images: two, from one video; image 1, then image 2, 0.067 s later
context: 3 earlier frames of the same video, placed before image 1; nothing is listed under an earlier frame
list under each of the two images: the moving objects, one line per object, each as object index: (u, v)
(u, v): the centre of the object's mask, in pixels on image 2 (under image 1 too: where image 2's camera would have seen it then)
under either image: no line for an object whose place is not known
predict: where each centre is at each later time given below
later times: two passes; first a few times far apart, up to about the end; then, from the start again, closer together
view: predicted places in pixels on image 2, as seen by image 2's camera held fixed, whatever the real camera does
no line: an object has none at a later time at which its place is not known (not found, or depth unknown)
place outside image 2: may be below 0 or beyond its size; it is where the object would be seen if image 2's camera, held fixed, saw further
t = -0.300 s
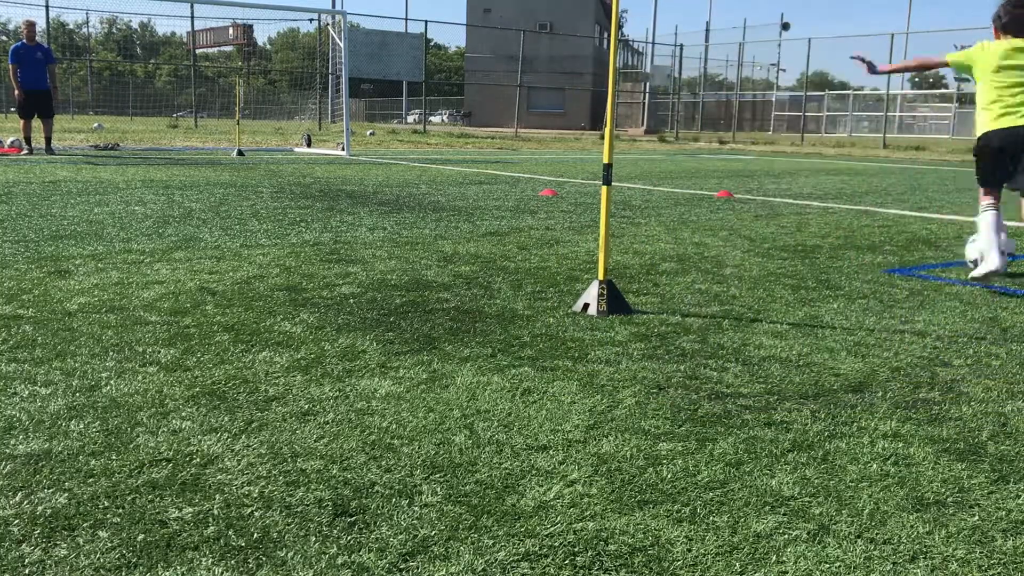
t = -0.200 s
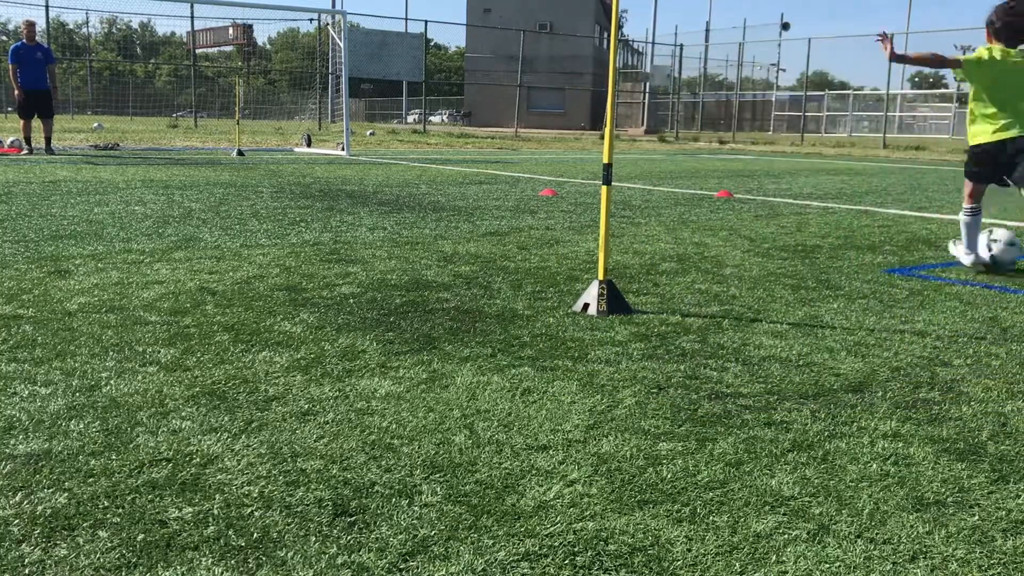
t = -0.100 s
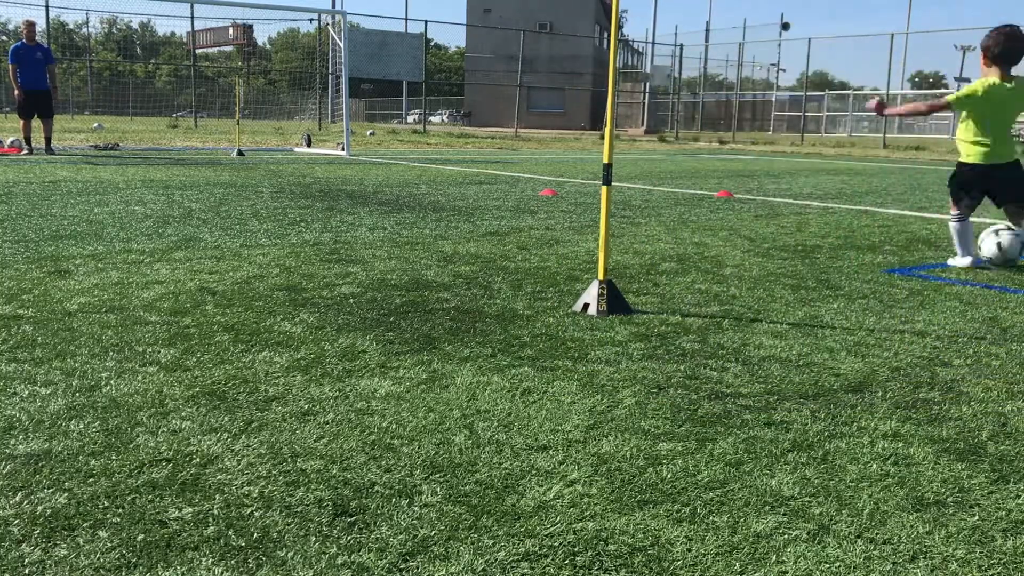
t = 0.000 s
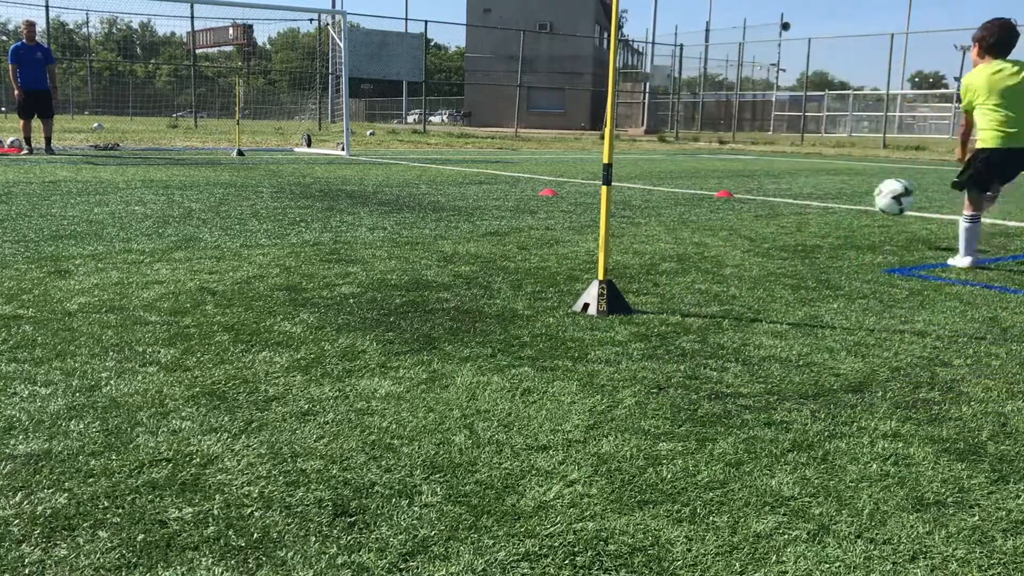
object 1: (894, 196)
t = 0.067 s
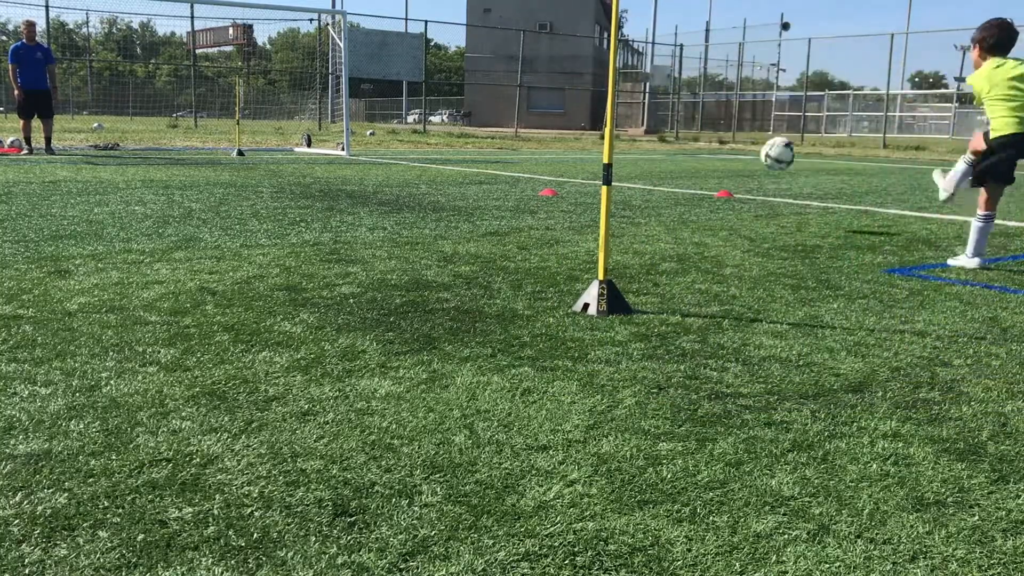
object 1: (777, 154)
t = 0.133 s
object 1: (686, 125)
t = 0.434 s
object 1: (442, 101)
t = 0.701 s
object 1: (327, 148)
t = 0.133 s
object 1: (686, 125)
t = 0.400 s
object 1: (461, 98)
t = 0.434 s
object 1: (442, 101)
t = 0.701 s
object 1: (327, 148)
